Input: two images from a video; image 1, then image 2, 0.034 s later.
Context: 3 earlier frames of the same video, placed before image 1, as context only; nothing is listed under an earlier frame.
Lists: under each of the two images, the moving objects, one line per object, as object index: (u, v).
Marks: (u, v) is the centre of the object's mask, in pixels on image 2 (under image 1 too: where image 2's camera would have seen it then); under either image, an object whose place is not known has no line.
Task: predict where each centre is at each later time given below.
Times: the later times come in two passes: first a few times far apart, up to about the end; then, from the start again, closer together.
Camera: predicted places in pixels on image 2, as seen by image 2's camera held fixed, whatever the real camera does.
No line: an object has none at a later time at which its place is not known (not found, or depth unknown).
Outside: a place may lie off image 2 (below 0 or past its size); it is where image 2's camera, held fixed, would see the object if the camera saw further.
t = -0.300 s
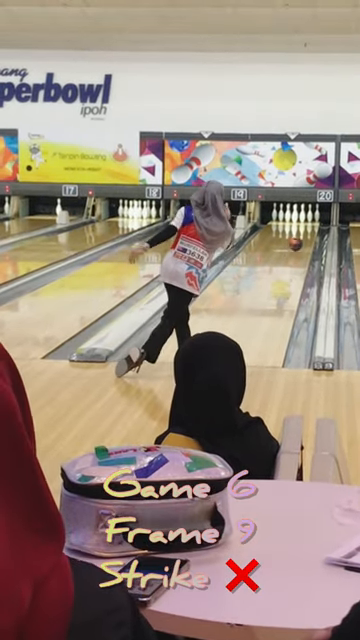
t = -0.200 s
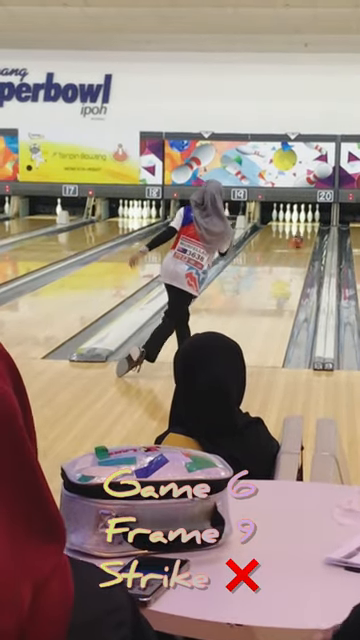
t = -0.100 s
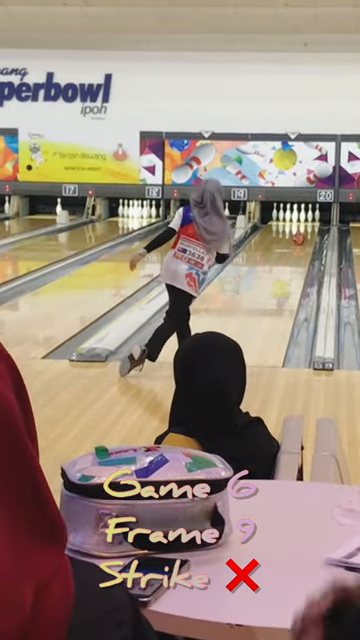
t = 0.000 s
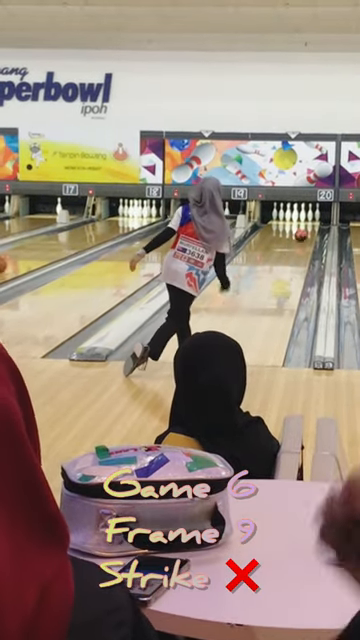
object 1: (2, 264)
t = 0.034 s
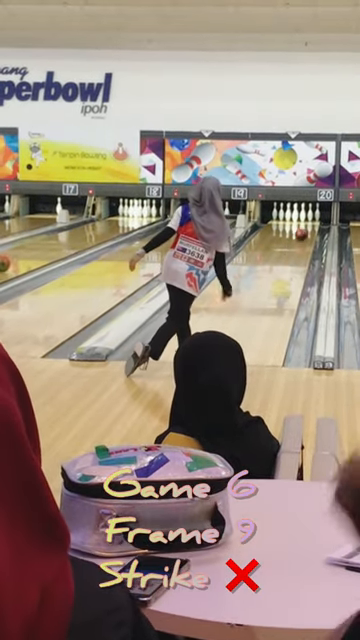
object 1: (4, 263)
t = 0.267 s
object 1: (25, 255)
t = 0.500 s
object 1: (46, 250)
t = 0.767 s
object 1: (66, 242)
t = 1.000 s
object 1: (80, 239)
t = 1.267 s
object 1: (97, 234)
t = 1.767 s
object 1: (118, 226)
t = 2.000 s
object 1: (124, 222)
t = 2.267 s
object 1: (130, 219)
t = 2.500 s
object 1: (134, 217)
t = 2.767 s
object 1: (138, 216)
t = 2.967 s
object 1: (142, 212)
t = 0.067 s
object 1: (6, 262)
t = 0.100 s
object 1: (9, 261)
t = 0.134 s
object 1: (12, 260)
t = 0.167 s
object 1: (15, 259)
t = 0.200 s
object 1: (19, 258)
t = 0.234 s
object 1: (23, 257)
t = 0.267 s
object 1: (25, 255)
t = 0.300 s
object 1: (29, 255)
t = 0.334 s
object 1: (32, 254)
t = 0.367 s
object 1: (35, 252)
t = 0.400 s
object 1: (38, 252)
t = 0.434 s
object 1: (41, 251)
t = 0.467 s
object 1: (43, 250)
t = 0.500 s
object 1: (46, 250)
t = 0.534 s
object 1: (49, 249)
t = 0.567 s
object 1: (51, 248)
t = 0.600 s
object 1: (54, 247)
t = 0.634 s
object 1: (57, 246)
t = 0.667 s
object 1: (59, 244)
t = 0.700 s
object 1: (61, 243)
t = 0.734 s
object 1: (63, 243)
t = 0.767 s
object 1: (66, 242)
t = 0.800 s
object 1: (68, 241)
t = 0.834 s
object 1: (70, 241)
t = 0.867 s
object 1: (72, 240)
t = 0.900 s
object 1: (75, 241)
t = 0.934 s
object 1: (77, 240)
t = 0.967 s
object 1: (78, 239)
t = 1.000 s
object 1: (80, 239)
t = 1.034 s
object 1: (82, 238)
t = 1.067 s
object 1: (85, 235)
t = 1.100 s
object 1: (87, 235)
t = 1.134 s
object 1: (90, 236)
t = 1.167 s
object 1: (91, 236)
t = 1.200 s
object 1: (94, 234)
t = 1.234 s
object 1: (96, 234)
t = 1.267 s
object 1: (97, 234)
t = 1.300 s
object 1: (98, 235)
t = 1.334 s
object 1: (99, 233)
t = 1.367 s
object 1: (101, 231)
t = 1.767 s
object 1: (118, 226)
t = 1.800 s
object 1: (118, 226)
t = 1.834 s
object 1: (118, 224)
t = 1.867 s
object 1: (121, 224)
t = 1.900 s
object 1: (122, 223)
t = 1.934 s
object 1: (123, 224)
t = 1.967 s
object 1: (123, 224)
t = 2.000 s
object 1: (124, 222)
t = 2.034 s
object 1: (124, 223)
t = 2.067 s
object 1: (125, 221)
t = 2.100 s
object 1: (127, 222)
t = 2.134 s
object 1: (128, 222)
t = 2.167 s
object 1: (127, 221)
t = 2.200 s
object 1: (128, 220)
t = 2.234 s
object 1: (129, 219)
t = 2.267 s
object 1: (130, 219)
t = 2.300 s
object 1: (131, 219)
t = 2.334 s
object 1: (131, 219)
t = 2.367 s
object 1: (131, 218)
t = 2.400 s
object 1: (132, 218)
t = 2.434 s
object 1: (132, 218)
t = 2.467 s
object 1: (133, 217)
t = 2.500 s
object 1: (134, 217)
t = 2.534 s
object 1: (134, 217)
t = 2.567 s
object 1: (135, 216)
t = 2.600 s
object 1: (136, 216)
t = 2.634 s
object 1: (136, 215)
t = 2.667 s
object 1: (137, 215)
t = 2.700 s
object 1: (137, 215)
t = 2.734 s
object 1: (138, 215)
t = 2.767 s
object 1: (138, 216)
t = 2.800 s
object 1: (139, 215)
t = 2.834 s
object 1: (139, 215)
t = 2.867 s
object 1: (141, 215)
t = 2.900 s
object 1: (142, 214)
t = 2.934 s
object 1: (140, 214)
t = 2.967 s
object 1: (142, 212)
